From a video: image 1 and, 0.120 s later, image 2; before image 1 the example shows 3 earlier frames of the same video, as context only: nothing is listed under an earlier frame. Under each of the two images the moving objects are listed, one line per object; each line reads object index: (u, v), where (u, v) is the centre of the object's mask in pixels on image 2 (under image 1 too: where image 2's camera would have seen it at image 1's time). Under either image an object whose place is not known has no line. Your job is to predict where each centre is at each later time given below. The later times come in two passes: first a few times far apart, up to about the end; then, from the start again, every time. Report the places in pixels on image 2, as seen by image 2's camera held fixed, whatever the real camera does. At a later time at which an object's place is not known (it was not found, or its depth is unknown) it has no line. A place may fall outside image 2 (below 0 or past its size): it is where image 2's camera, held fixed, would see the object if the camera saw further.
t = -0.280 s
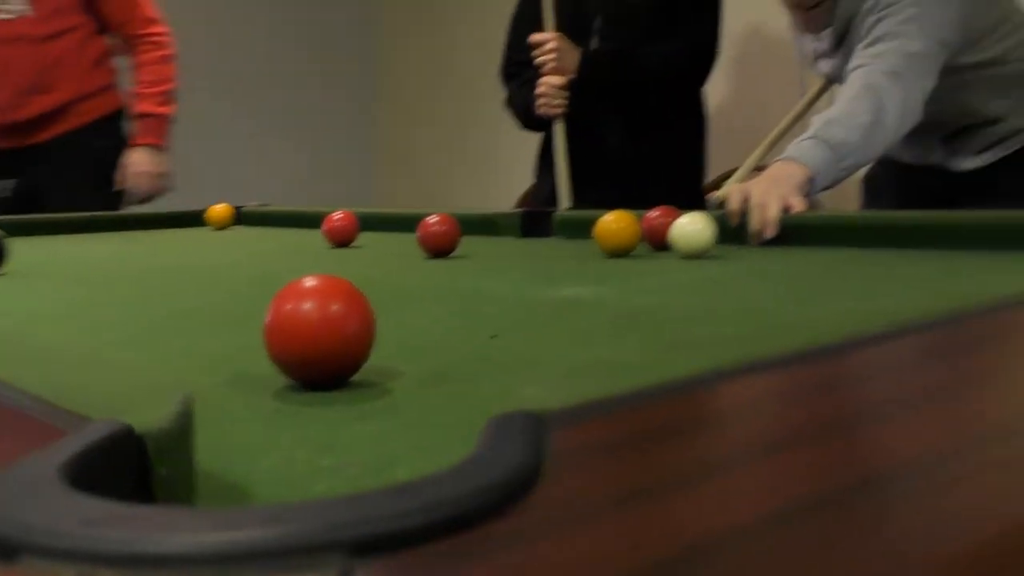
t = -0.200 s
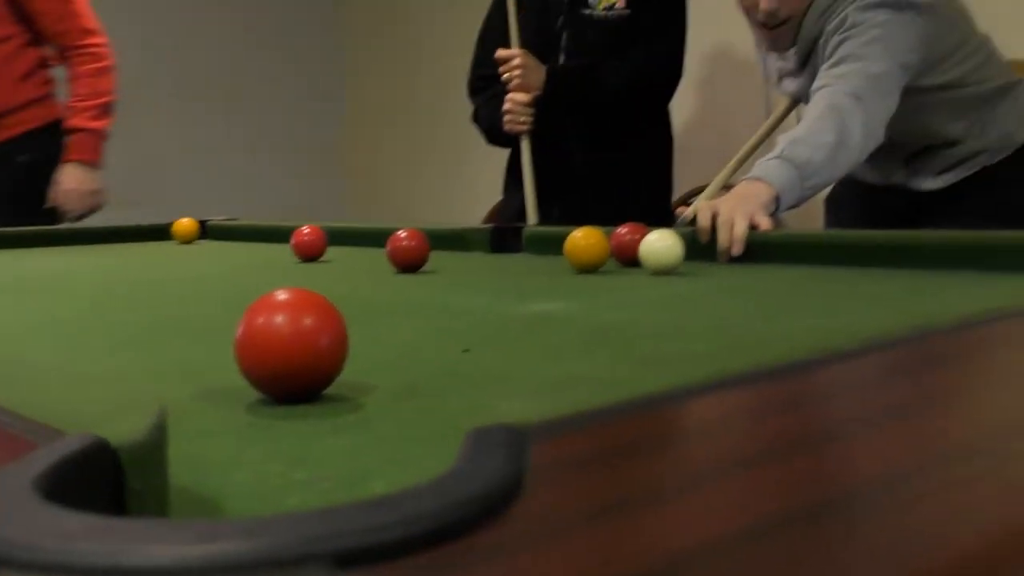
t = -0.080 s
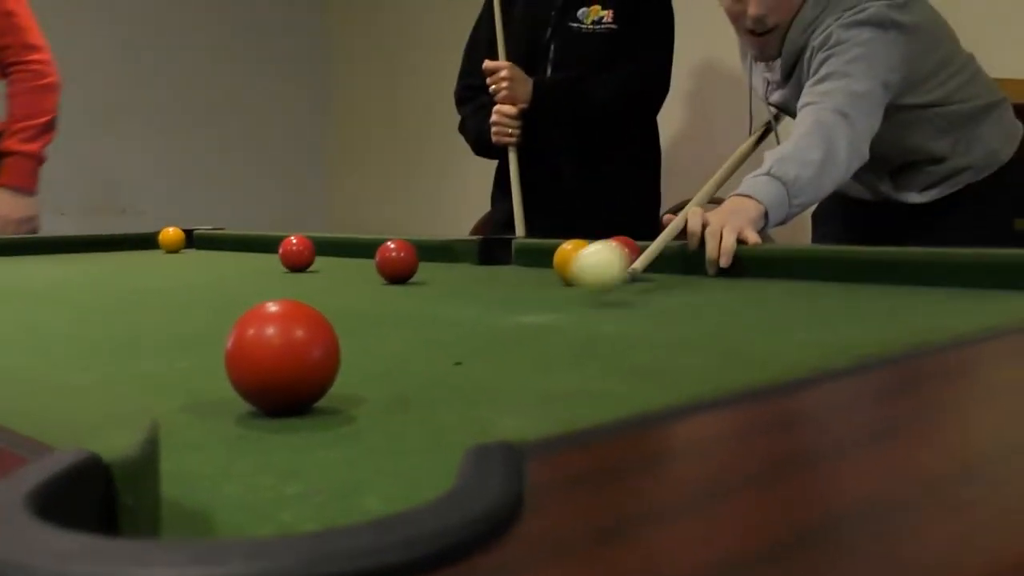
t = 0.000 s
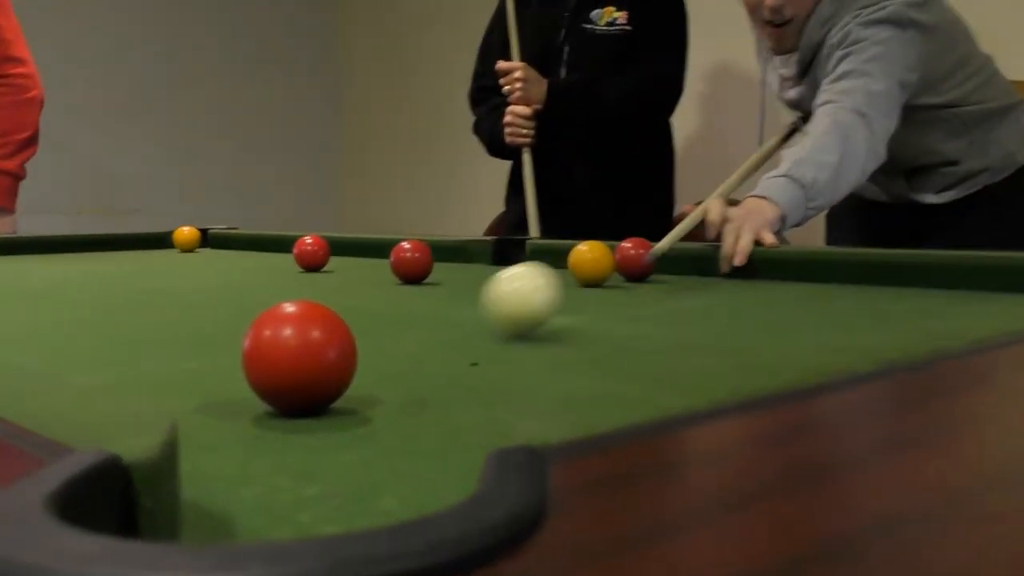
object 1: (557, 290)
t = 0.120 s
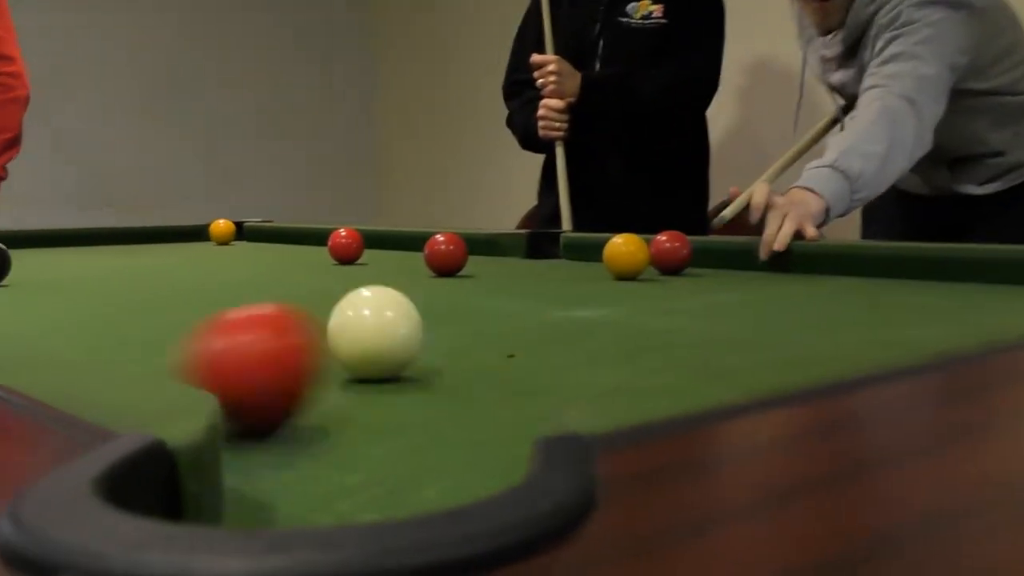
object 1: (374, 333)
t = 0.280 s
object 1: (293, 331)
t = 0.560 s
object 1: (104, 330)
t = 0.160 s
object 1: (360, 331)
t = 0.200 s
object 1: (329, 314)
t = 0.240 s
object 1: (318, 329)
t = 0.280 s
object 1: (293, 331)
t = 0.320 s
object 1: (266, 332)
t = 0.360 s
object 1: (239, 333)
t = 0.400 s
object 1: (212, 335)
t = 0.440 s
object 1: (185, 335)
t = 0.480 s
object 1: (158, 334)
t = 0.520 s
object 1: (131, 333)
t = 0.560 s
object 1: (104, 330)
